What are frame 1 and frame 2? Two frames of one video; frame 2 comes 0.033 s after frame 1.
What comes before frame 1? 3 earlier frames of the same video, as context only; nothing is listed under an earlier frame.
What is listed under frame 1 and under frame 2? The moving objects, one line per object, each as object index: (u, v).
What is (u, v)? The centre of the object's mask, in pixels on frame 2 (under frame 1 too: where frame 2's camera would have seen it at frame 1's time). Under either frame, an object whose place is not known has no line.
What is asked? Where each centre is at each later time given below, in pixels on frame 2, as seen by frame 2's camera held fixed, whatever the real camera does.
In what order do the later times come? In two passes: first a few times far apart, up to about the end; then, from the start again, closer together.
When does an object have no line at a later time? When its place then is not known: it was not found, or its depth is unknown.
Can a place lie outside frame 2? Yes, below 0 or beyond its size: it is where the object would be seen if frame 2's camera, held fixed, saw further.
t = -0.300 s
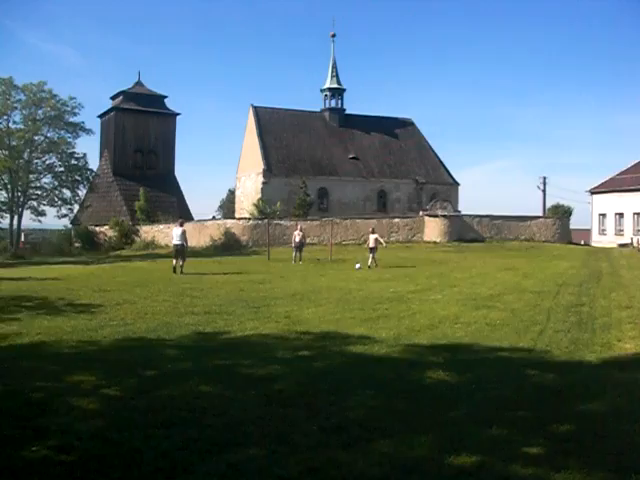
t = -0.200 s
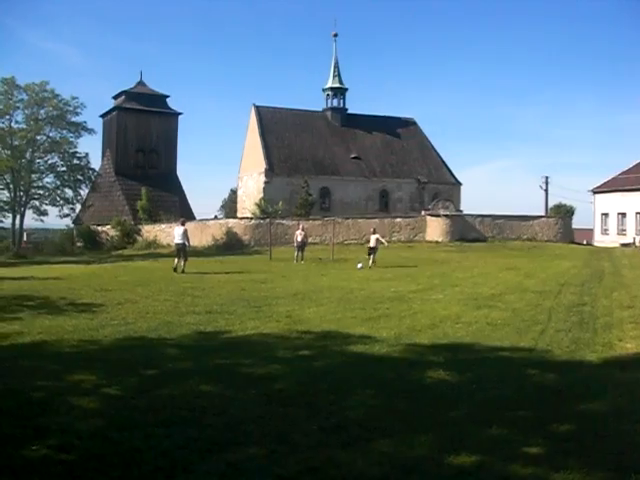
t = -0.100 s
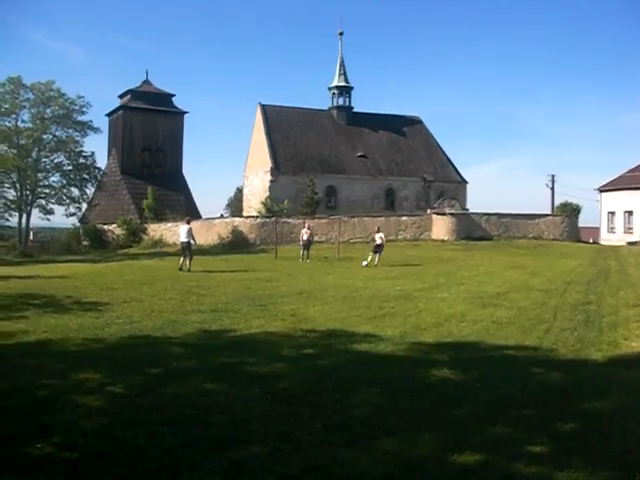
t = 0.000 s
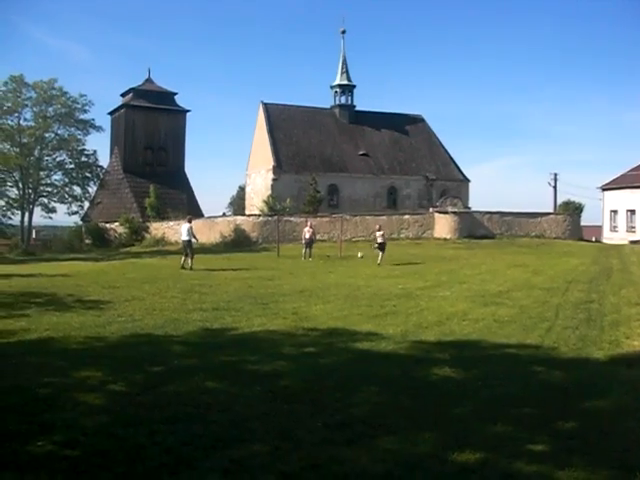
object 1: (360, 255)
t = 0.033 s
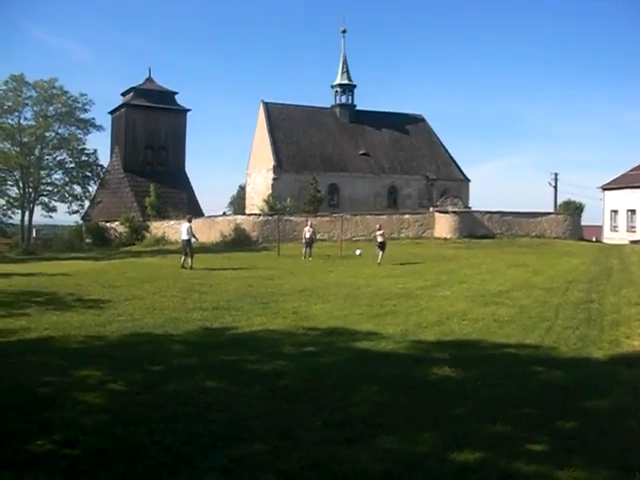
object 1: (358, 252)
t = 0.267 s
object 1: (343, 248)
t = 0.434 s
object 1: (332, 258)
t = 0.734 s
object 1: (318, 280)
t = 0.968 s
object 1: (313, 282)
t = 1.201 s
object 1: (308, 317)
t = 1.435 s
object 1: (291, 334)
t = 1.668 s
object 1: (268, 380)
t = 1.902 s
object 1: (232, 458)
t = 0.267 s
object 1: (343, 248)
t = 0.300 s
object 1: (341, 249)
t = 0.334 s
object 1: (339, 250)
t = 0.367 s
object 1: (337, 252)
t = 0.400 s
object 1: (334, 255)
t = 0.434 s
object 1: (332, 258)
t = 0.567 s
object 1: (323, 278)
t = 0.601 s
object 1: (322, 286)
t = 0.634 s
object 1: (320, 288)
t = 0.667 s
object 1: (320, 285)
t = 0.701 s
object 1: (319, 282)
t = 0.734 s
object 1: (318, 280)
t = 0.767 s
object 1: (318, 278)
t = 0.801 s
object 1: (317, 278)
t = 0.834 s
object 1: (316, 277)
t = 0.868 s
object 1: (315, 277)
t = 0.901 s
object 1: (315, 278)
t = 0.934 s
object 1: (314, 279)
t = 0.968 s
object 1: (313, 282)
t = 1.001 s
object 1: (312, 284)
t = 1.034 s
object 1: (312, 289)
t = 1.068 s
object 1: (311, 293)
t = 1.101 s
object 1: (311, 300)
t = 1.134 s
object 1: (310, 307)
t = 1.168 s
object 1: (309, 315)
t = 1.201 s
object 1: (308, 317)
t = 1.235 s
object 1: (306, 317)
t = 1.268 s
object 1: (304, 317)
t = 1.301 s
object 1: (301, 319)
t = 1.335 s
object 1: (300, 320)
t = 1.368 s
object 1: (296, 324)
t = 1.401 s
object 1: (294, 328)
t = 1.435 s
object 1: (291, 334)
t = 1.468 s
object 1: (289, 342)
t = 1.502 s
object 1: (285, 352)
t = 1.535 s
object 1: (282, 360)
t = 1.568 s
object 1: (279, 365)
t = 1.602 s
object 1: (275, 368)
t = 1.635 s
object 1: (272, 373)
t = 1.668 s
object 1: (268, 380)
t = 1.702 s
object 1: (264, 389)
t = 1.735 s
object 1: (260, 400)
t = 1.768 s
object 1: (255, 414)
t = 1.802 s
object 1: (250, 430)
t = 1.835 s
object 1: (245, 442)
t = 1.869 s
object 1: (239, 449)
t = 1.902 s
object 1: (232, 458)
